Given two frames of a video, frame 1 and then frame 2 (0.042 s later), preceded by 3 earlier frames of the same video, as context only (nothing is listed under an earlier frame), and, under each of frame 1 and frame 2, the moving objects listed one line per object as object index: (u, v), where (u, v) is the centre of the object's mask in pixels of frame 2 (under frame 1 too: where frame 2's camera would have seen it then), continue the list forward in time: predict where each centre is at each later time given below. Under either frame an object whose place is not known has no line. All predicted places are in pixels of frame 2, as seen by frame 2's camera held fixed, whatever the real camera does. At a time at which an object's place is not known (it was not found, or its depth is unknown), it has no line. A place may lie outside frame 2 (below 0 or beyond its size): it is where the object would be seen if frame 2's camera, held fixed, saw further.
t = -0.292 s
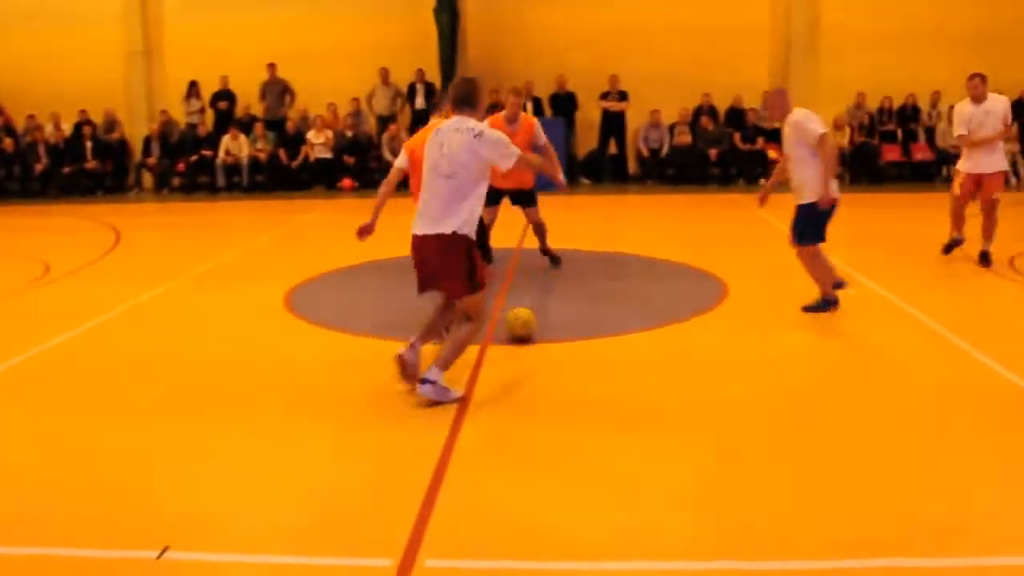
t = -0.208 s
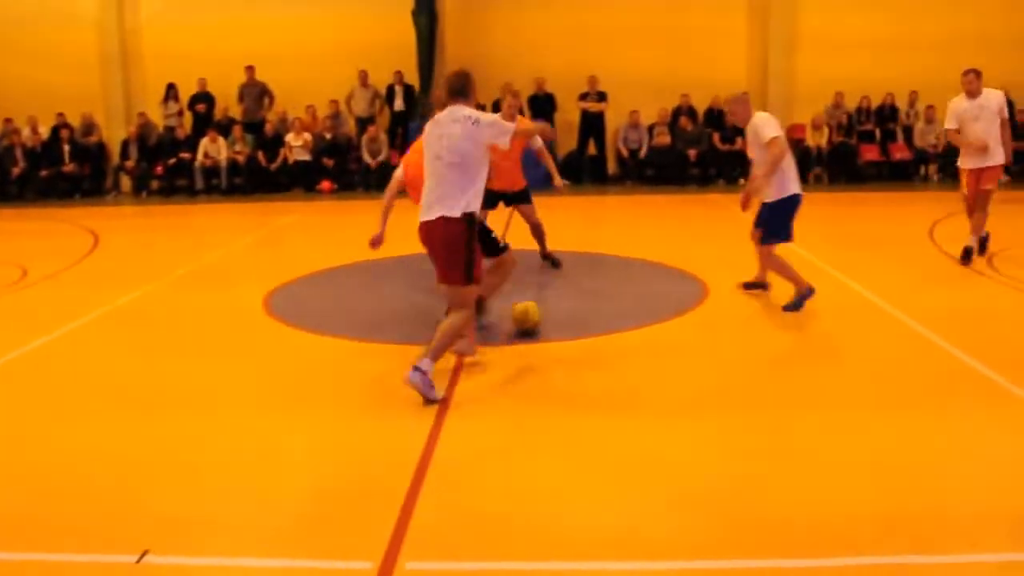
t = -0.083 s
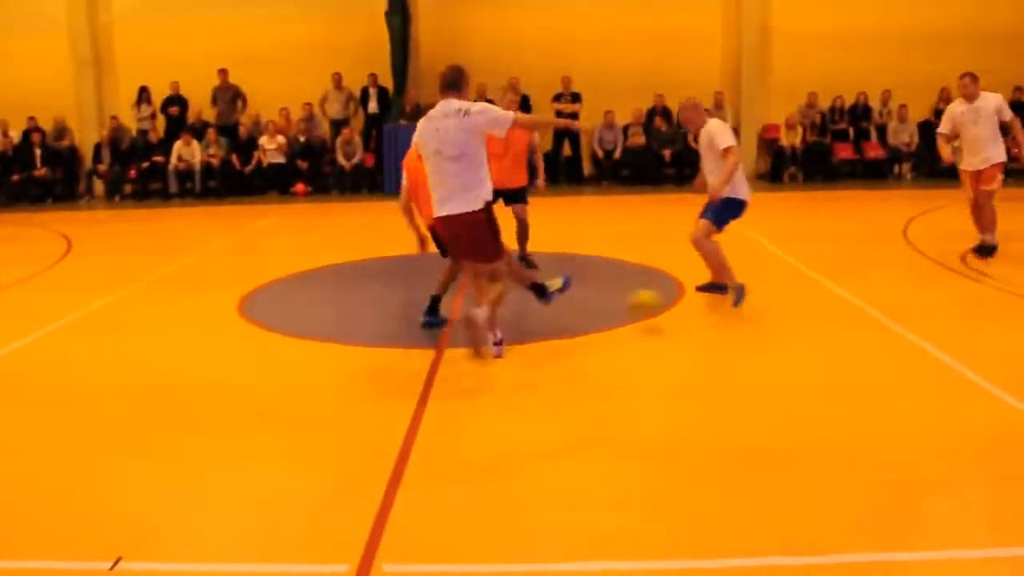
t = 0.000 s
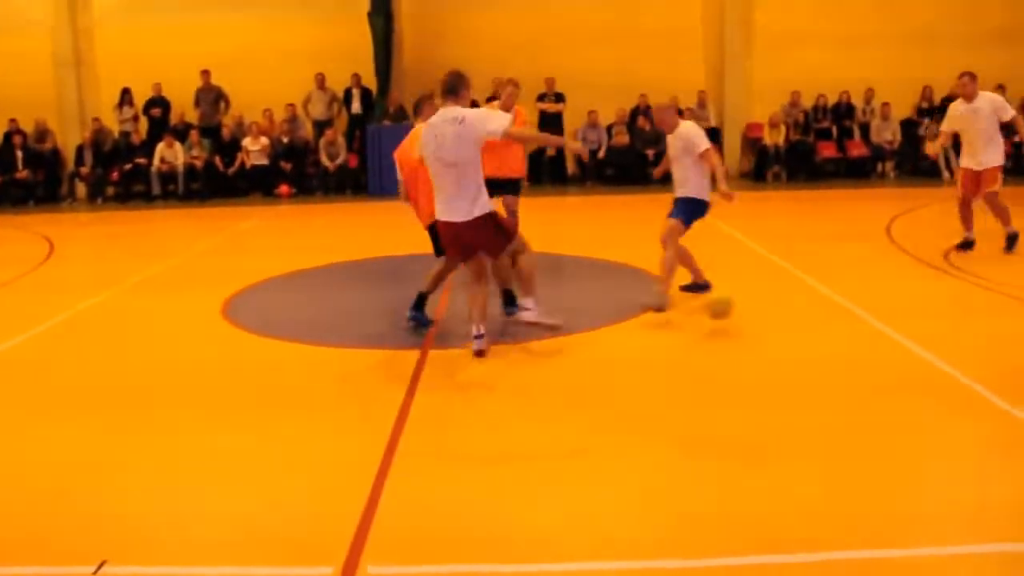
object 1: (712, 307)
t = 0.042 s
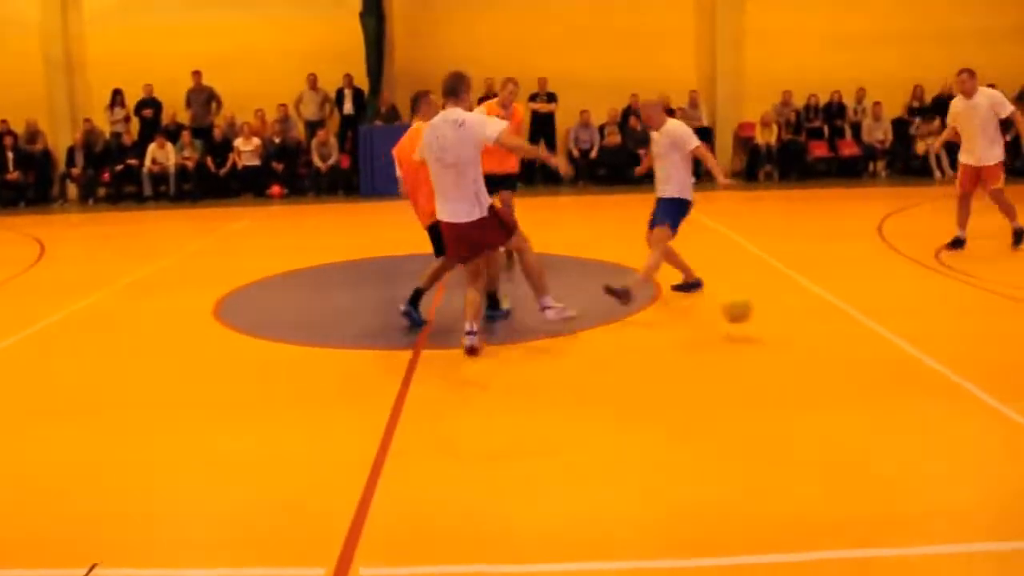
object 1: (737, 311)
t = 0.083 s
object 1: (768, 317)
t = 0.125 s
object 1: (797, 327)
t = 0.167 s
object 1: (831, 341)
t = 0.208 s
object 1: (864, 337)
